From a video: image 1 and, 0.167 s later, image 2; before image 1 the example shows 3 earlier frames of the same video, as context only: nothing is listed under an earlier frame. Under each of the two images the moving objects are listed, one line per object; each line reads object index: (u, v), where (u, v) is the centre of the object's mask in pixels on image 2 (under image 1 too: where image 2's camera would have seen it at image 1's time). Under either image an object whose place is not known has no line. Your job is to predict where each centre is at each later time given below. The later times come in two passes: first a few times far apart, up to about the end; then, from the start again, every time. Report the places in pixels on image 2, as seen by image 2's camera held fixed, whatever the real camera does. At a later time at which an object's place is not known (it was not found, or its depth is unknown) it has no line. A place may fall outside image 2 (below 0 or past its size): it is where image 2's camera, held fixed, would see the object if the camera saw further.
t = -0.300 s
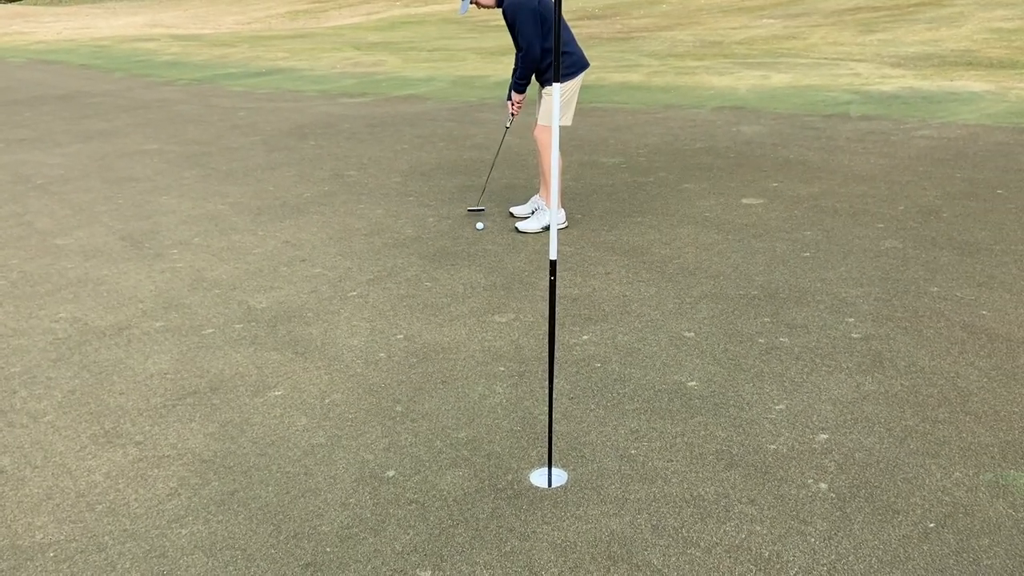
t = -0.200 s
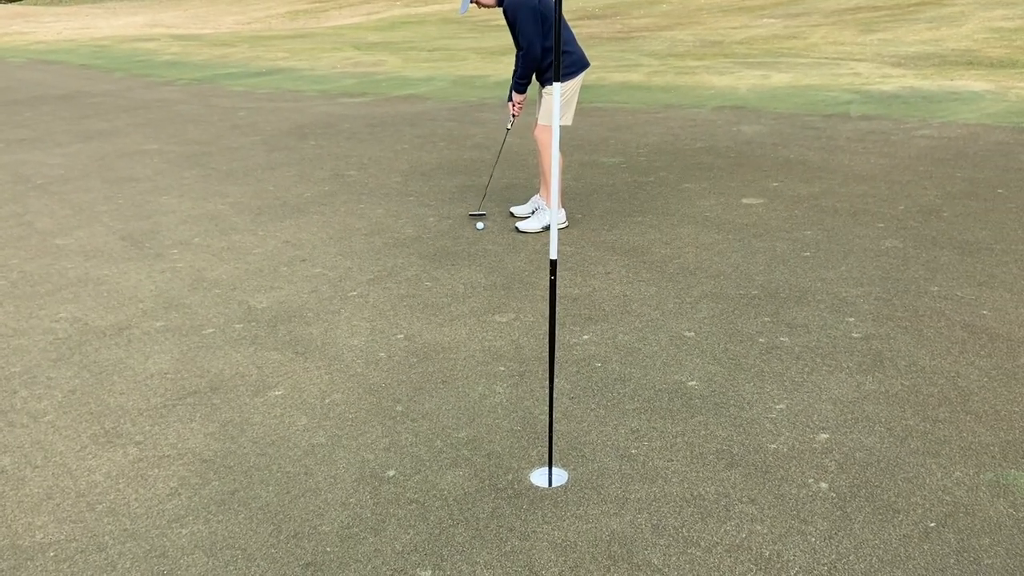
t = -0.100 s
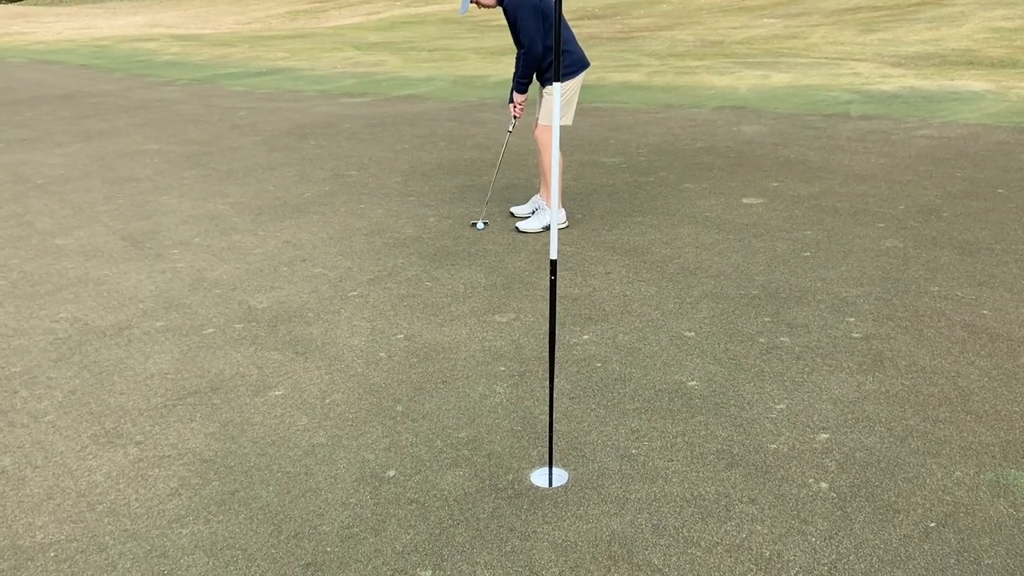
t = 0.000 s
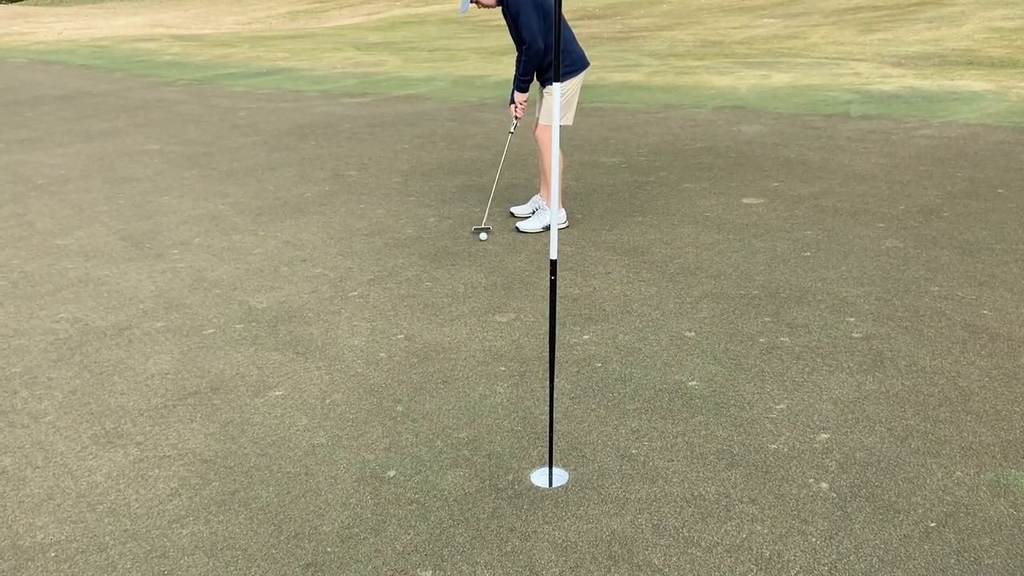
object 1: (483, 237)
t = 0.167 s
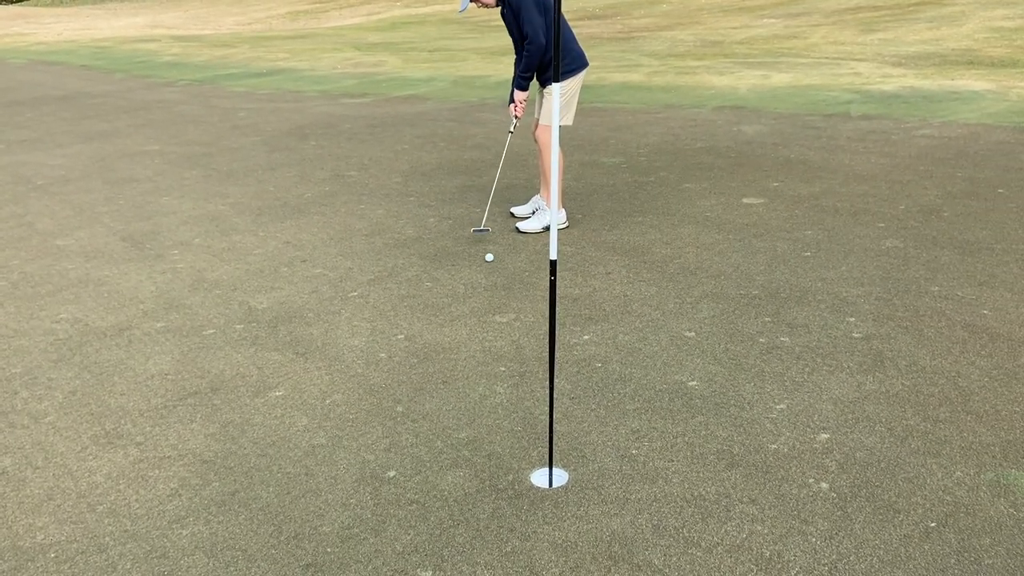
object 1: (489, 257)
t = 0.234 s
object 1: (491, 265)
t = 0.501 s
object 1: (500, 297)
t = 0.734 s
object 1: (508, 329)
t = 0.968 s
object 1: (518, 364)
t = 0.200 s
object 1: (490, 261)
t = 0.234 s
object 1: (491, 265)
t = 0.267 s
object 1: (492, 269)
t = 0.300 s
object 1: (493, 273)
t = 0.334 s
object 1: (494, 277)
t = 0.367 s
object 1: (495, 281)
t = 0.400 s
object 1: (496, 285)
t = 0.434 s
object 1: (498, 289)
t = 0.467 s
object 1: (499, 293)
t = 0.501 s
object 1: (500, 297)
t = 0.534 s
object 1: (501, 302)
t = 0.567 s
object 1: (503, 306)
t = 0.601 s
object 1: (504, 310)
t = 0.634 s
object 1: (505, 315)
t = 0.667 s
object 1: (506, 319)
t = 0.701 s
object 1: (507, 324)
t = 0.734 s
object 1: (508, 329)
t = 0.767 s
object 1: (510, 334)
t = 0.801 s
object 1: (511, 339)
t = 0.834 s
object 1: (513, 344)
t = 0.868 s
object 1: (514, 348)
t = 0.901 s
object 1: (516, 354)
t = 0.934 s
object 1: (517, 358)
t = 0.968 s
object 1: (518, 364)
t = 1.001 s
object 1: (520, 369)
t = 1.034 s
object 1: (521, 374)
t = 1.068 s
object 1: (522, 379)
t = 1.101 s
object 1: (524, 384)
